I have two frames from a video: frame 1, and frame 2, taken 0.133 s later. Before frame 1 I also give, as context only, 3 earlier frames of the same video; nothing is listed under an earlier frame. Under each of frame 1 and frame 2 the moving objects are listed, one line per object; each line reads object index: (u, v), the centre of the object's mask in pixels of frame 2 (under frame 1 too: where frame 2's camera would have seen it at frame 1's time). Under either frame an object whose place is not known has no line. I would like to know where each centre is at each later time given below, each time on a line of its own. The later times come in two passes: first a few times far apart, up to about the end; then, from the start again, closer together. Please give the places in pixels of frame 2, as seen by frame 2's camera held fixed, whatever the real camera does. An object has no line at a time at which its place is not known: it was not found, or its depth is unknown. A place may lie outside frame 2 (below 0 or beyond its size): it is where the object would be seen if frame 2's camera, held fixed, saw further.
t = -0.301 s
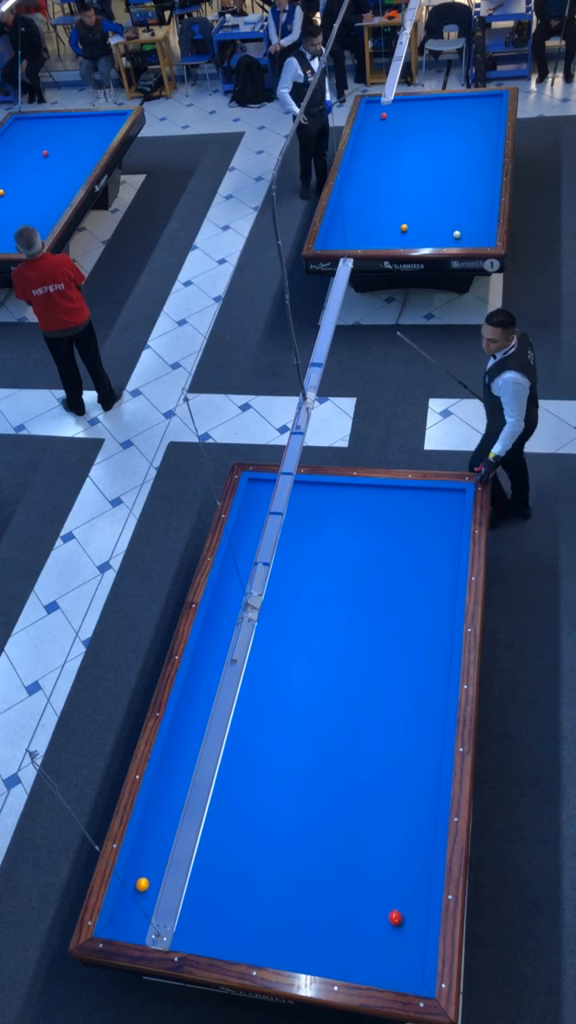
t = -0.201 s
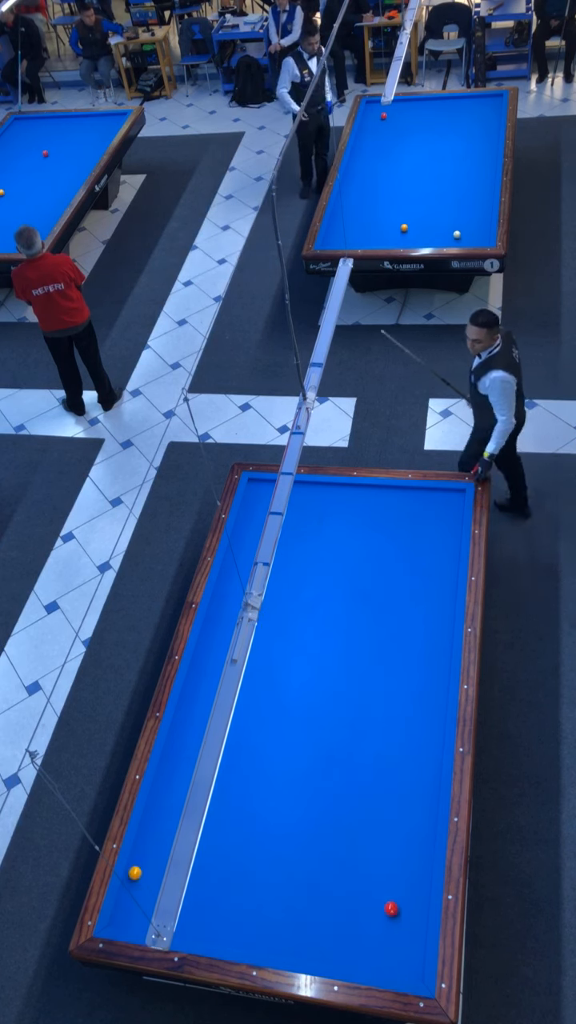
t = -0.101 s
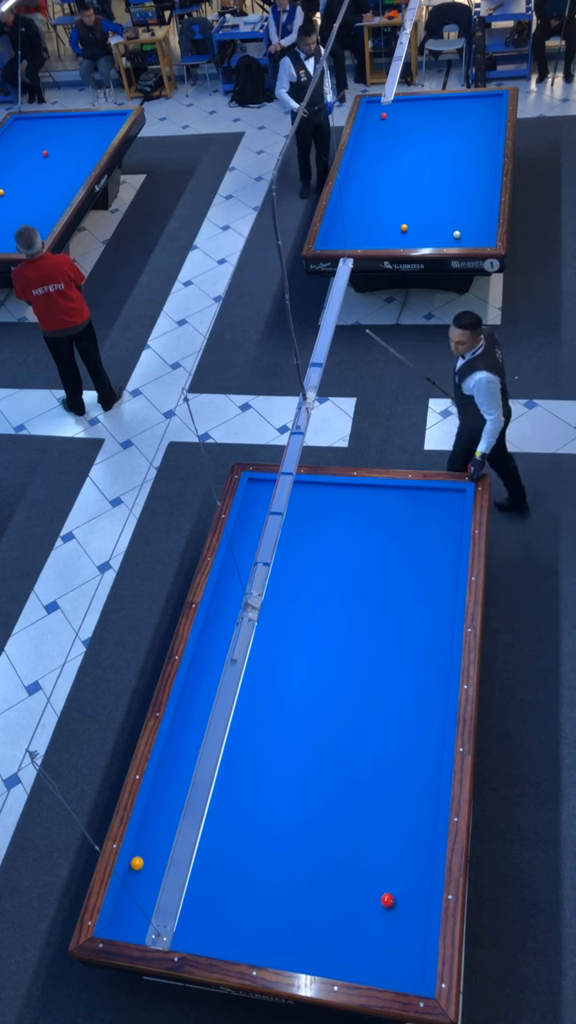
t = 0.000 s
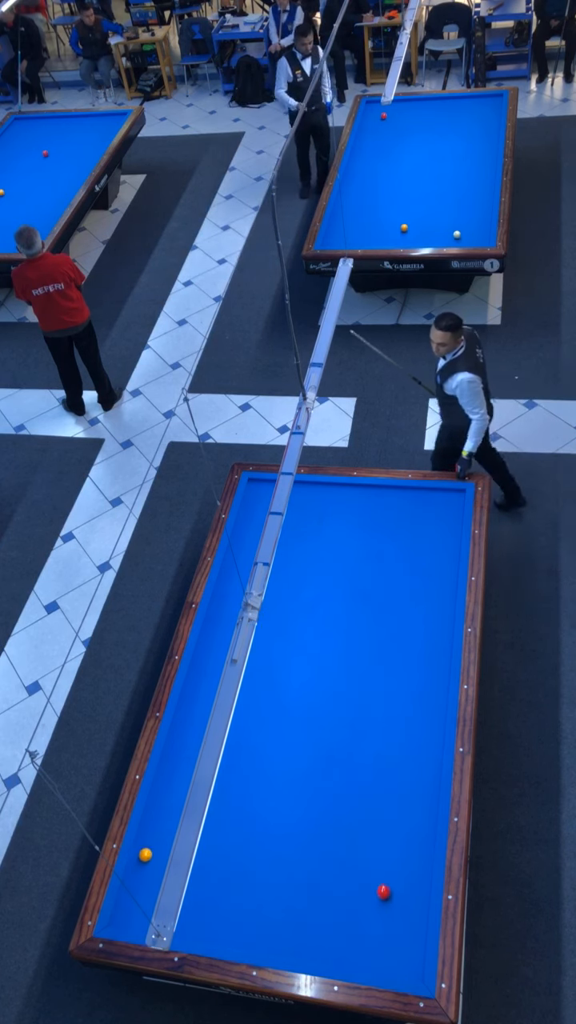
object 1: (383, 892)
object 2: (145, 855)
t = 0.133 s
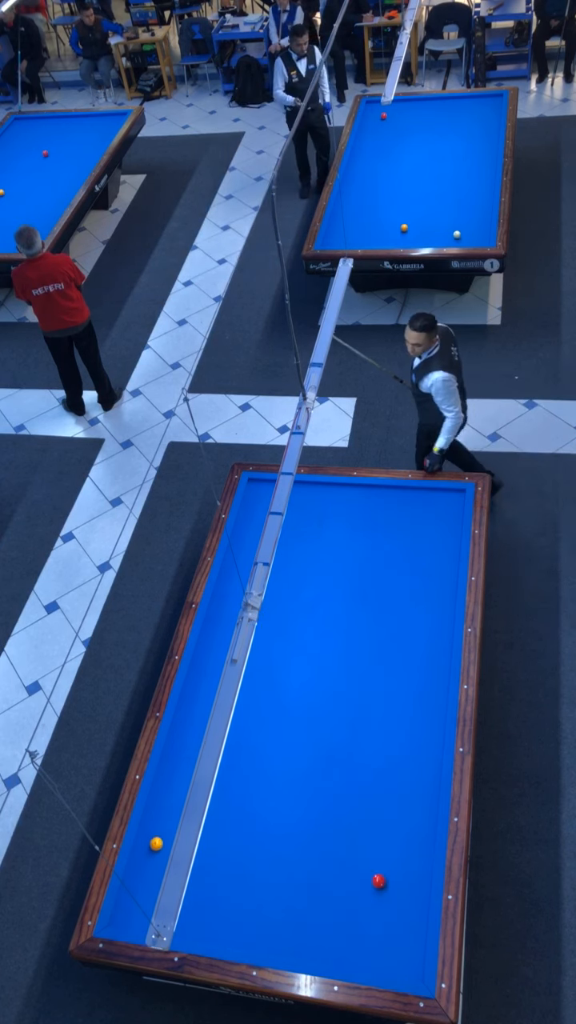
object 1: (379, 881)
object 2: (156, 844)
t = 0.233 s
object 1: (375, 873)
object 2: (164, 835)
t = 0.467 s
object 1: (367, 856)
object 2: (178, 818)
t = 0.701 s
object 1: (359, 840)
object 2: (180, 812)
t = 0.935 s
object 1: (352, 824)
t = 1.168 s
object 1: (345, 810)
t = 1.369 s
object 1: (340, 798)
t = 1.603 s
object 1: (333, 785)
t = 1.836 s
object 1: (328, 773)
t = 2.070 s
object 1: (322, 761)
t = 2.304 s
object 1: (317, 750)
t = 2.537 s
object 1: (312, 741)
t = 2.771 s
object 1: (308, 732)
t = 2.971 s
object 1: (303, 722)
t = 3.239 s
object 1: (304, 712)
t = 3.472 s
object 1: (304, 703)
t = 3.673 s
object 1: (305, 696)
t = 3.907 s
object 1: (306, 688)
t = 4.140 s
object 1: (307, 680)
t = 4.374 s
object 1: (308, 674)
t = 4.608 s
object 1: (309, 667)
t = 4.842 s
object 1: (309, 661)
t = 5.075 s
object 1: (310, 656)
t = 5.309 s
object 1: (310, 651)
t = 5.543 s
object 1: (311, 647)
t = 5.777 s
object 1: (312, 643)
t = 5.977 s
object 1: (313, 639)
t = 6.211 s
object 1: (314, 636)
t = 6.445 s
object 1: (315, 634)
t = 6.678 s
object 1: (316, 631)
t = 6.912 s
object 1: (316, 629)
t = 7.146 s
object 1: (316, 628)
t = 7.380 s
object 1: (317, 626)
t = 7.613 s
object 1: (317, 626)
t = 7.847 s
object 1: (317, 625)
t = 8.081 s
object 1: (317, 625)
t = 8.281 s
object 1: (317, 625)
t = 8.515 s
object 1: (317, 625)
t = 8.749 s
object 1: (317, 625)
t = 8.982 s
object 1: (317, 625)
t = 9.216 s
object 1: (317, 625)
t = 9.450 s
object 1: (317, 625)
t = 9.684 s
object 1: (317, 625)
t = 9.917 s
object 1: (317, 625)
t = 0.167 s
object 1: (377, 879)
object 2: (158, 841)
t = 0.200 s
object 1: (376, 876)
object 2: (161, 838)
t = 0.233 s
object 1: (375, 873)
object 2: (164, 835)
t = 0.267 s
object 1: (373, 871)
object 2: (166, 833)
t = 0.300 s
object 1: (372, 869)
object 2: (169, 830)
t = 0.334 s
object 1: (371, 866)
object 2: (172, 827)
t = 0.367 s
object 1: (370, 864)
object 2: (173, 825)
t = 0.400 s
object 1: (369, 861)
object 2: (175, 822)
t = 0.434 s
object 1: (368, 858)
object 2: (177, 819)
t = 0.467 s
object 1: (367, 856)
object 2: (178, 818)
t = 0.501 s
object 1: (366, 854)
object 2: (178, 817)
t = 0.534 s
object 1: (364, 851)
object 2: (178, 816)
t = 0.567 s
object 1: (363, 849)
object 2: (179, 815)
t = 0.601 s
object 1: (362, 846)
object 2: (179, 815)
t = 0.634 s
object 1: (361, 844)
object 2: (179, 814)
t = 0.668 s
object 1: (360, 842)
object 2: (179, 813)
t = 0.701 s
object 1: (359, 840)
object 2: (180, 812)
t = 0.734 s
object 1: (358, 837)
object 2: (180, 811)
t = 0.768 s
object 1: (357, 835)
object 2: (180, 811)
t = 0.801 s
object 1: (356, 833)
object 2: (181, 810)
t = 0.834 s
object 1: (355, 831)
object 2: (181, 809)
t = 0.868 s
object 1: (354, 829)
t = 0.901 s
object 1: (353, 826)
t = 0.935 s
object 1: (352, 824)
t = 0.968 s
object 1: (351, 822)
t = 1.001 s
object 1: (350, 820)
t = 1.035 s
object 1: (349, 818)
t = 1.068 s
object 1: (348, 816)
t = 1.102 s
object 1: (347, 814)
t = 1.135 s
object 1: (346, 812)
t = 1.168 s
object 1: (345, 810)
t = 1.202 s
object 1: (344, 808)
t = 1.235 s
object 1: (343, 806)
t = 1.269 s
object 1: (342, 804)
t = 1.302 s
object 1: (341, 802)
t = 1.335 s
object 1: (341, 800)
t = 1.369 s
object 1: (340, 798)
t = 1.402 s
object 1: (339, 796)
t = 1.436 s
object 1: (337, 794)
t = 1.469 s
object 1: (337, 792)
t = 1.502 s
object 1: (336, 791)
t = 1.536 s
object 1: (335, 789)
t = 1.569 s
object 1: (334, 787)
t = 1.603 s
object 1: (333, 785)
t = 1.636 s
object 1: (332, 783)
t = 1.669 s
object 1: (332, 781)
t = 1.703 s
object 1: (331, 780)
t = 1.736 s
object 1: (330, 778)
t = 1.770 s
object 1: (329, 776)
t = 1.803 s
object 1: (329, 775)
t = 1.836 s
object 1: (328, 773)
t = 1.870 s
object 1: (327, 771)
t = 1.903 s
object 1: (326, 769)
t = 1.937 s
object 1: (325, 768)
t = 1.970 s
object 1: (324, 766)
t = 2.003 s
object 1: (324, 764)
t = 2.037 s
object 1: (323, 763)
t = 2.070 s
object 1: (322, 761)
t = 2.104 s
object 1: (321, 760)
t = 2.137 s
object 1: (321, 758)
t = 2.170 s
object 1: (320, 756)
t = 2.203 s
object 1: (319, 755)
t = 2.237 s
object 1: (319, 753)
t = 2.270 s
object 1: (318, 752)
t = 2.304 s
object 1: (317, 750)
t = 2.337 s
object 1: (316, 749)
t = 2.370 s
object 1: (315, 747)
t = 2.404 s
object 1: (315, 746)
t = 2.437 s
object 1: (314, 745)
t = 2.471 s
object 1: (313, 743)
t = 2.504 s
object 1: (313, 742)
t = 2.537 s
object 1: (312, 741)
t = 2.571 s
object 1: (311, 740)
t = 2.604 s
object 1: (311, 738)
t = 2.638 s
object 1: (310, 736)
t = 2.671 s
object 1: (310, 736)
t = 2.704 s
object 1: (309, 734)
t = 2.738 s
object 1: (308, 733)
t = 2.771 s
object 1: (308, 732)
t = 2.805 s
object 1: (307, 730)
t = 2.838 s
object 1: (306, 729)
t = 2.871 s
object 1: (306, 727)
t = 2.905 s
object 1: (305, 726)
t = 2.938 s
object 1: (304, 725)
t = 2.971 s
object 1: (303, 722)
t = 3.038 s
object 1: (303, 721)
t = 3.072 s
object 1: (303, 718)
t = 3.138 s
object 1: (303, 716)
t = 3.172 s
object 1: (303, 715)
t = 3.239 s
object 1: (304, 712)
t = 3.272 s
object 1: (304, 710)
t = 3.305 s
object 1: (304, 709)
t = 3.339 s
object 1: (304, 708)
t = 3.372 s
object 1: (304, 707)
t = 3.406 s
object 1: (304, 705)
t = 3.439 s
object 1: (304, 704)
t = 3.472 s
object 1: (304, 703)
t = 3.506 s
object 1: (304, 701)
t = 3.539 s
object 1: (305, 700)
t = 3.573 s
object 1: (305, 699)
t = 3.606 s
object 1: (305, 698)
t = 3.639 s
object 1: (305, 697)
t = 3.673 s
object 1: (305, 696)
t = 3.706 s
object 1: (305, 694)
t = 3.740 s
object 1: (305, 693)
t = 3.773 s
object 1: (305, 692)
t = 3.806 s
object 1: (306, 691)
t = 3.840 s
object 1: (306, 690)
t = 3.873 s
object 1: (306, 689)
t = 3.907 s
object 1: (306, 688)
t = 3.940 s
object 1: (306, 687)
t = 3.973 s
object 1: (306, 685)
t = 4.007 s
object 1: (307, 685)
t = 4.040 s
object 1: (307, 684)
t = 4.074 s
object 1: (307, 682)
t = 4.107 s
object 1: (307, 682)
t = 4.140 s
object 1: (307, 680)
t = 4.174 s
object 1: (307, 679)
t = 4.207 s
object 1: (307, 678)
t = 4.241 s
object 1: (307, 677)
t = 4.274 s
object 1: (307, 676)
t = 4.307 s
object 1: (307, 675)
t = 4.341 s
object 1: (308, 675)
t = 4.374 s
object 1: (308, 674)
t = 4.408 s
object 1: (308, 672)
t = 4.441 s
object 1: (308, 672)
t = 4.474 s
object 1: (308, 671)
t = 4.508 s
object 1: (308, 670)
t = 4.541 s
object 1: (308, 669)
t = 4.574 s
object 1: (308, 668)
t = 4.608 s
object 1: (309, 667)
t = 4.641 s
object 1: (309, 666)
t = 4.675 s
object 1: (309, 665)
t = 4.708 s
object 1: (309, 665)
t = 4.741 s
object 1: (309, 664)
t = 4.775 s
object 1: (309, 663)
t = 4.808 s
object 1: (309, 662)
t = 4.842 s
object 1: (309, 661)
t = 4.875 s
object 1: (310, 660)
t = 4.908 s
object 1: (309, 660)
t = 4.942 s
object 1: (309, 659)
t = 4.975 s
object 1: (310, 658)
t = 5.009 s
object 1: (310, 658)
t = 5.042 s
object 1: (310, 657)
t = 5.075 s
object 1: (310, 656)
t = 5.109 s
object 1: (310, 655)
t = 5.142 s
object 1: (310, 654)
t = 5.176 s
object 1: (310, 654)
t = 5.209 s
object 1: (310, 653)
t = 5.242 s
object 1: (310, 652)
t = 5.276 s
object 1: (310, 652)
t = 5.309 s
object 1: (310, 651)
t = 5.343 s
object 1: (310, 650)
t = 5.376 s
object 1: (311, 650)
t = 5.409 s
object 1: (311, 649)
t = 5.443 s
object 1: (311, 648)
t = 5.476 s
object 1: (311, 648)
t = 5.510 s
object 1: (311, 647)
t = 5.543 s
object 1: (311, 647)
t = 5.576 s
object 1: (312, 646)
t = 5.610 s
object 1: (312, 646)
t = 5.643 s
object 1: (312, 645)
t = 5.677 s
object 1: (312, 644)
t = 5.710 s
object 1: (312, 644)
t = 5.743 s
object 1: (312, 643)
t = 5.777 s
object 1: (312, 643)
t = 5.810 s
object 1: (312, 642)
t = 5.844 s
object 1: (313, 642)
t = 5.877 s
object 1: (313, 641)
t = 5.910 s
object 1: (313, 641)
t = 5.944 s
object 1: (313, 640)
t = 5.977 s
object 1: (313, 639)
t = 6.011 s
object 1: (313, 639)
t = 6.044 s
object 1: (314, 638)
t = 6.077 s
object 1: (314, 638)
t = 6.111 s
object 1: (314, 638)
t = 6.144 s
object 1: (314, 637)
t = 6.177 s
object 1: (314, 637)
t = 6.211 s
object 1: (314, 636)
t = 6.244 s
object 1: (314, 636)
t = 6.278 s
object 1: (314, 636)
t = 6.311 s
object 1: (315, 635)
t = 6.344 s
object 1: (315, 635)
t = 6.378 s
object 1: (315, 635)
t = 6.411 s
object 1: (315, 634)
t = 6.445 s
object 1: (315, 634)
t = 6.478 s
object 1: (315, 633)
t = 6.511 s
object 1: (315, 633)
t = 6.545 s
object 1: (315, 632)
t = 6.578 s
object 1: (316, 632)
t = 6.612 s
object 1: (316, 632)
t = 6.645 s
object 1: (316, 631)
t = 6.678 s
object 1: (316, 631)
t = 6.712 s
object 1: (316, 631)
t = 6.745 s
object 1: (316, 631)
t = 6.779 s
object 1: (316, 630)
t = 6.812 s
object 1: (316, 630)
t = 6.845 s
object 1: (316, 630)
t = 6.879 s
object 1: (316, 629)
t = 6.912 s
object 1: (316, 629)
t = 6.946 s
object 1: (316, 629)
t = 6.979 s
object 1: (316, 628)
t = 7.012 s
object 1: (316, 628)
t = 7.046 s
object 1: (316, 628)
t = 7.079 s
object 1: (316, 628)
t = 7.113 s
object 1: (316, 628)
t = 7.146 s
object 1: (316, 628)
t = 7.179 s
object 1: (316, 627)
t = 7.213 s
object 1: (316, 627)
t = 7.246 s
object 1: (317, 627)
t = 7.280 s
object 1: (317, 627)
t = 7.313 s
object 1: (317, 627)
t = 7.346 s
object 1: (317, 626)
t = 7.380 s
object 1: (317, 626)
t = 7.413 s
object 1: (317, 626)
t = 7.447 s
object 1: (317, 626)
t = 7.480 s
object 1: (317, 626)
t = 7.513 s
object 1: (317, 626)
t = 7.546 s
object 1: (317, 626)
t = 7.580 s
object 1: (317, 626)
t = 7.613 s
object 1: (317, 626)
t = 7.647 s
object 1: (317, 625)
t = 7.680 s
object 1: (317, 625)
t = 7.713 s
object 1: (317, 625)
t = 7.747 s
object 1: (317, 625)
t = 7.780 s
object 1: (317, 625)
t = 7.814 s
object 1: (317, 625)
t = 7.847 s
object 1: (317, 625)
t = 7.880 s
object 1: (317, 625)
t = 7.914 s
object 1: (317, 625)
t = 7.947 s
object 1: (317, 625)
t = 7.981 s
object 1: (317, 625)
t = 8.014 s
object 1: (317, 625)
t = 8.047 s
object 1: (317, 625)
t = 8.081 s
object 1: (317, 625)
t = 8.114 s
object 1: (317, 625)
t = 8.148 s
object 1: (317, 625)
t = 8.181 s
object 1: (317, 625)
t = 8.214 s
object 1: (317, 625)
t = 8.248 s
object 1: (317, 625)
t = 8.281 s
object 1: (317, 625)
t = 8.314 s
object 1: (317, 625)
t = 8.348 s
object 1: (317, 625)
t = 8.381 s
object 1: (317, 625)
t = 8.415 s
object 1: (317, 625)
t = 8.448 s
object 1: (317, 625)
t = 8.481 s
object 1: (317, 625)
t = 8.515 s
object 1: (317, 625)
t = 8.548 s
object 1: (317, 625)
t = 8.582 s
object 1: (317, 625)
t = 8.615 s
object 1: (317, 625)
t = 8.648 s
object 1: (317, 625)
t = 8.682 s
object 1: (317, 625)
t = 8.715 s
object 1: (317, 625)
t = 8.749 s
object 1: (317, 625)
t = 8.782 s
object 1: (317, 625)
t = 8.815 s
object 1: (317, 625)
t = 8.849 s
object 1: (317, 625)
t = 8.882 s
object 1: (317, 625)
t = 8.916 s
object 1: (317, 625)
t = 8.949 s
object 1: (317, 625)
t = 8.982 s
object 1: (317, 625)
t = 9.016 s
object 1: (317, 625)
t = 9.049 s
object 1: (317, 625)
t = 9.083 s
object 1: (317, 625)
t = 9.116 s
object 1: (317, 625)
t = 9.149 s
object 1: (317, 625)
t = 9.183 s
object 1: (317, 625)
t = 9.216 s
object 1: (317, 625)
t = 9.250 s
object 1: (317, 625)
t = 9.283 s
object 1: (317, 625)
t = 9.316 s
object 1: (317, 625)
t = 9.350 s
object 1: (317, 625)
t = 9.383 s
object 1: (317, 625)
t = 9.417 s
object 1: (317, 625)
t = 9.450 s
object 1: (317, 625)
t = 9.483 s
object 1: (317, 625)
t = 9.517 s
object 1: (317, 625)
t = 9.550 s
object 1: (317, 625)
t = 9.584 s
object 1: (317, 625)
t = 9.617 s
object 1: (317, 625)
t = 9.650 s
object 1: (317, 625)
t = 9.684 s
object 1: (317, 625)
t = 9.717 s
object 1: (317, 625)
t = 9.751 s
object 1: (317, 625)
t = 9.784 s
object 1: (317, 625)
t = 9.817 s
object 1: (317, 625)
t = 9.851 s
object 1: (317, 625)
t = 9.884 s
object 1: (317, 625)
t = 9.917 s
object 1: (317, 625)
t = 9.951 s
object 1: (317, 625)
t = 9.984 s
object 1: (317, 625)
